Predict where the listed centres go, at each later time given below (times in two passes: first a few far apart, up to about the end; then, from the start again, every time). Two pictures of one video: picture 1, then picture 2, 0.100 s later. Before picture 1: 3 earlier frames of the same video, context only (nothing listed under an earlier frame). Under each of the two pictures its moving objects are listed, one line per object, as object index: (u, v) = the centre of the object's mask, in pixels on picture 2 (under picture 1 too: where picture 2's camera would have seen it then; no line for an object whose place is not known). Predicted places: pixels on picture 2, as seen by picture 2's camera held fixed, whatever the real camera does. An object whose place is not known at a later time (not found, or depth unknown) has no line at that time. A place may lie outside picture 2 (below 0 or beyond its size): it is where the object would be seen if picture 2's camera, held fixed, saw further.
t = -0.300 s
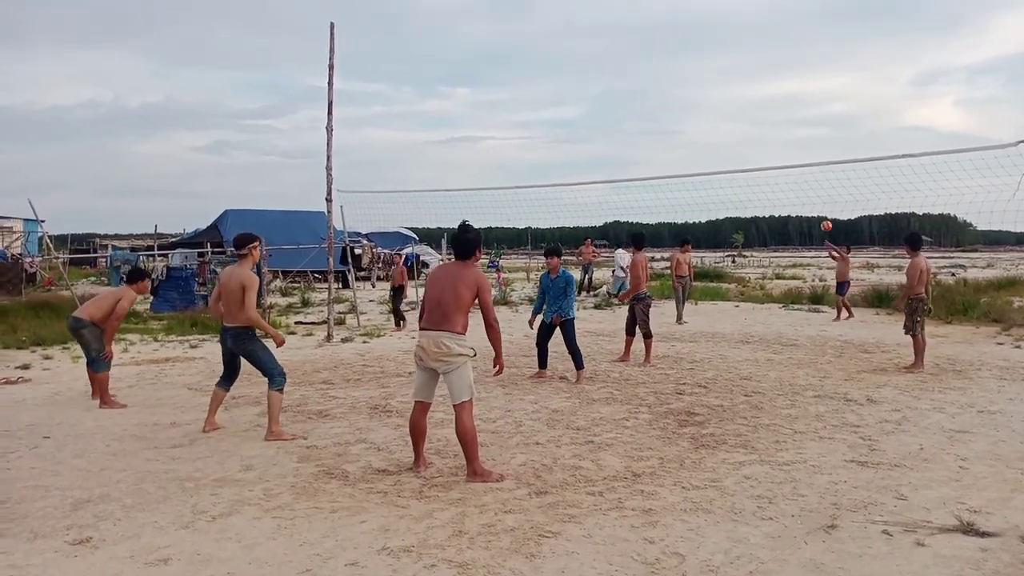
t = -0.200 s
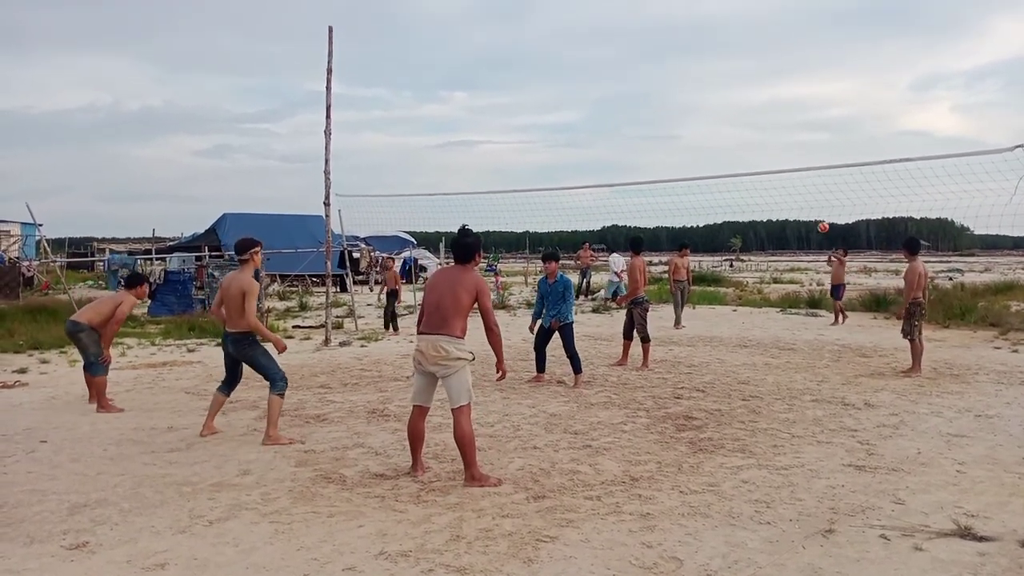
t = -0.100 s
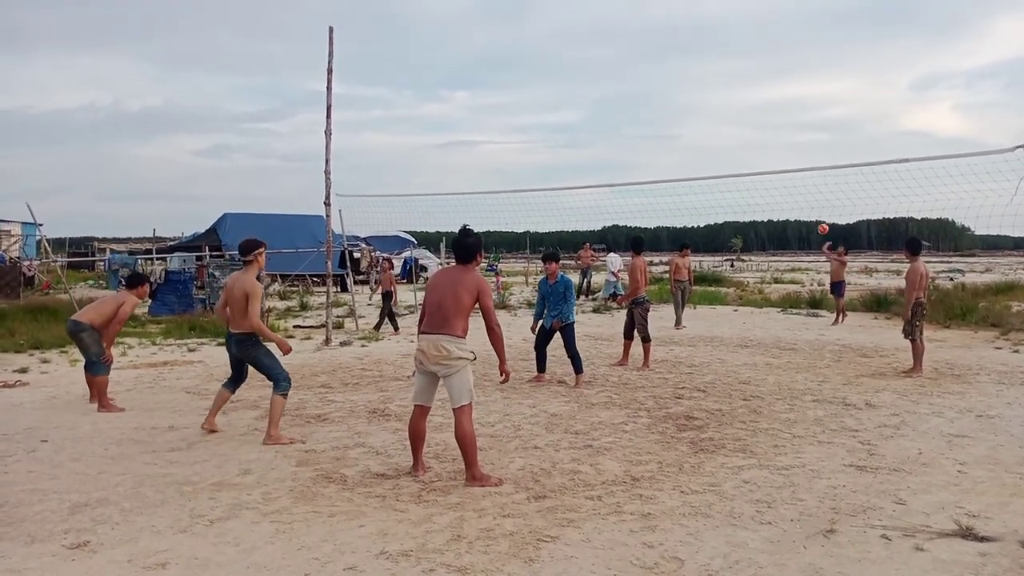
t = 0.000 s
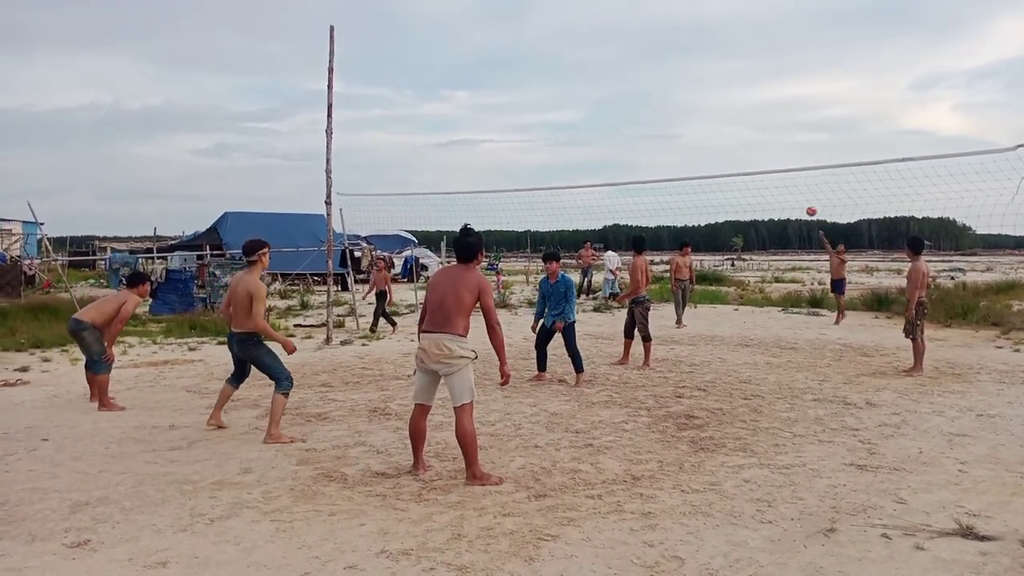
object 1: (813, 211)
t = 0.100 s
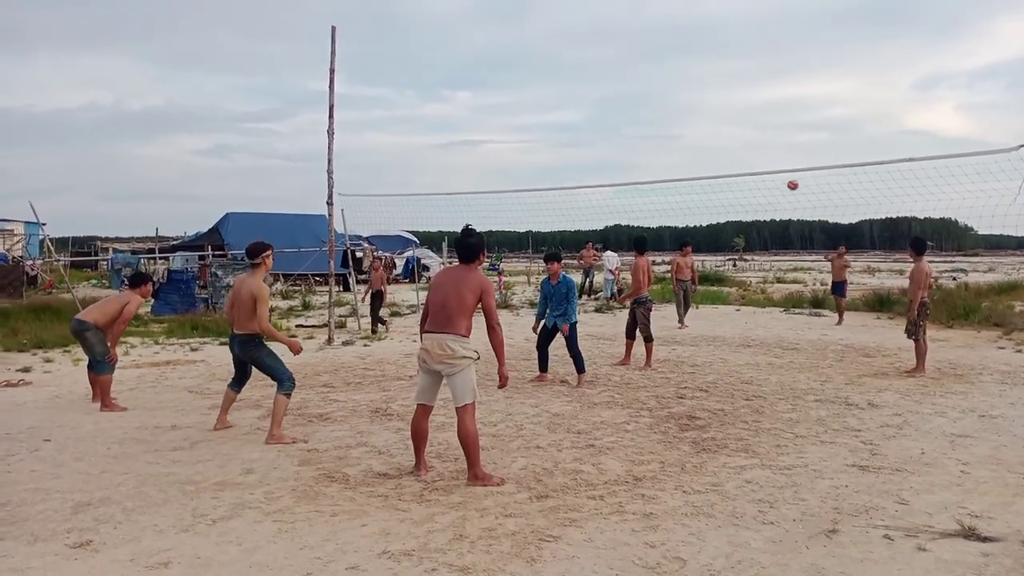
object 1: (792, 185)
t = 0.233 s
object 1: (760, 151)
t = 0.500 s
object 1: (685, 109)
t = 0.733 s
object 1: (593, 99)
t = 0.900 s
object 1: (508, 117)
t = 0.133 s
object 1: (785, 177)
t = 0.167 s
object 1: (777, 166)
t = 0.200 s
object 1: (769, 160)
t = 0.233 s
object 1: (760, 151)
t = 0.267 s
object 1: (752, 144)
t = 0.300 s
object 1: (744, 138)
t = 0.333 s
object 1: (735, 132)
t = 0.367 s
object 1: (726, 126)
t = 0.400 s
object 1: (716, 122)
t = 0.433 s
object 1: (706, 117)
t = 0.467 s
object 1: (696, 112)
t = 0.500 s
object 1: (685, 109)
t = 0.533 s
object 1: (674, 106)
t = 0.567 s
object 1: (662, 103)
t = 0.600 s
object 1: (649, 101)
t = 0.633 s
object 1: (636, 99)
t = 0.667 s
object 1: (622, 99)
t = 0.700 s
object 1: (608, 99)
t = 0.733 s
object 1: (593, 99)
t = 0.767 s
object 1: (577, 101)
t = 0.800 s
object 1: (561, 103)
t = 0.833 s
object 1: (544, 107)
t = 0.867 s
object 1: (526, 111)
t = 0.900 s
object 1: (508, 117)
